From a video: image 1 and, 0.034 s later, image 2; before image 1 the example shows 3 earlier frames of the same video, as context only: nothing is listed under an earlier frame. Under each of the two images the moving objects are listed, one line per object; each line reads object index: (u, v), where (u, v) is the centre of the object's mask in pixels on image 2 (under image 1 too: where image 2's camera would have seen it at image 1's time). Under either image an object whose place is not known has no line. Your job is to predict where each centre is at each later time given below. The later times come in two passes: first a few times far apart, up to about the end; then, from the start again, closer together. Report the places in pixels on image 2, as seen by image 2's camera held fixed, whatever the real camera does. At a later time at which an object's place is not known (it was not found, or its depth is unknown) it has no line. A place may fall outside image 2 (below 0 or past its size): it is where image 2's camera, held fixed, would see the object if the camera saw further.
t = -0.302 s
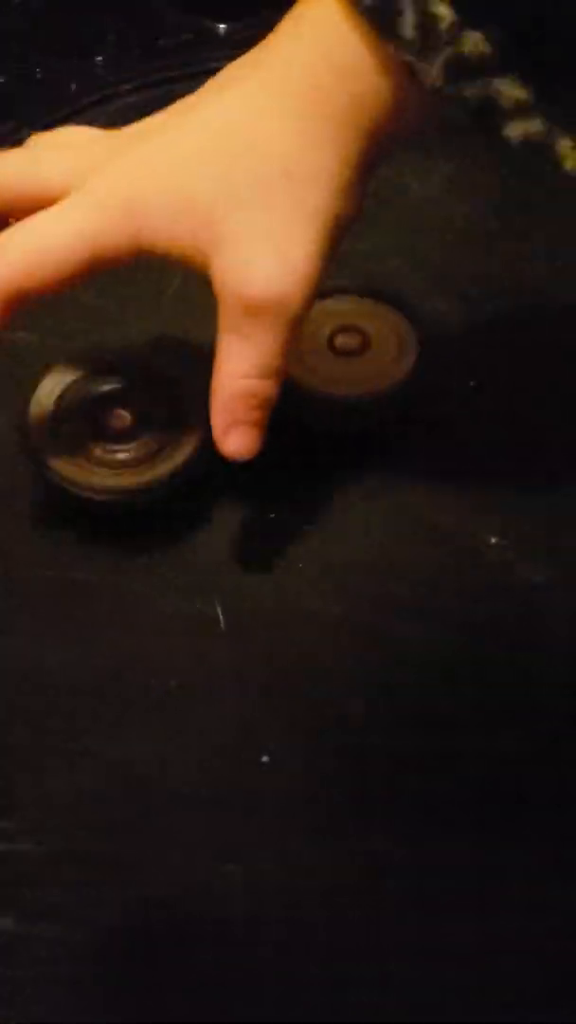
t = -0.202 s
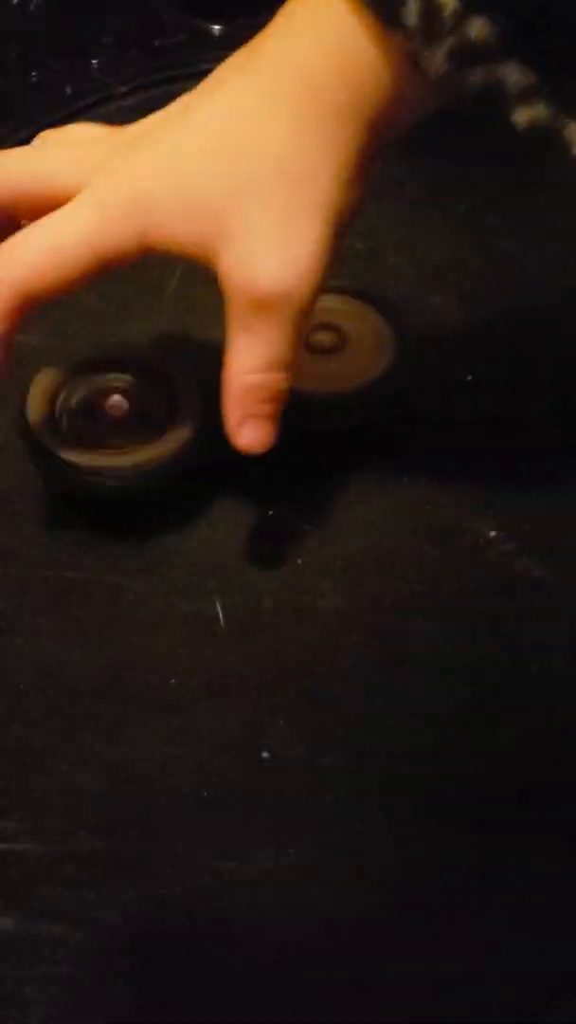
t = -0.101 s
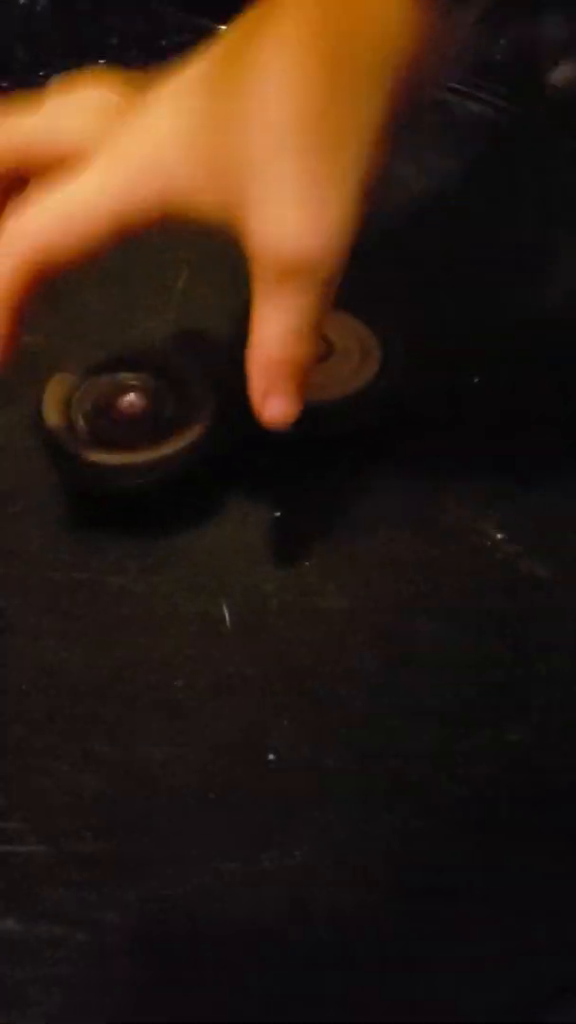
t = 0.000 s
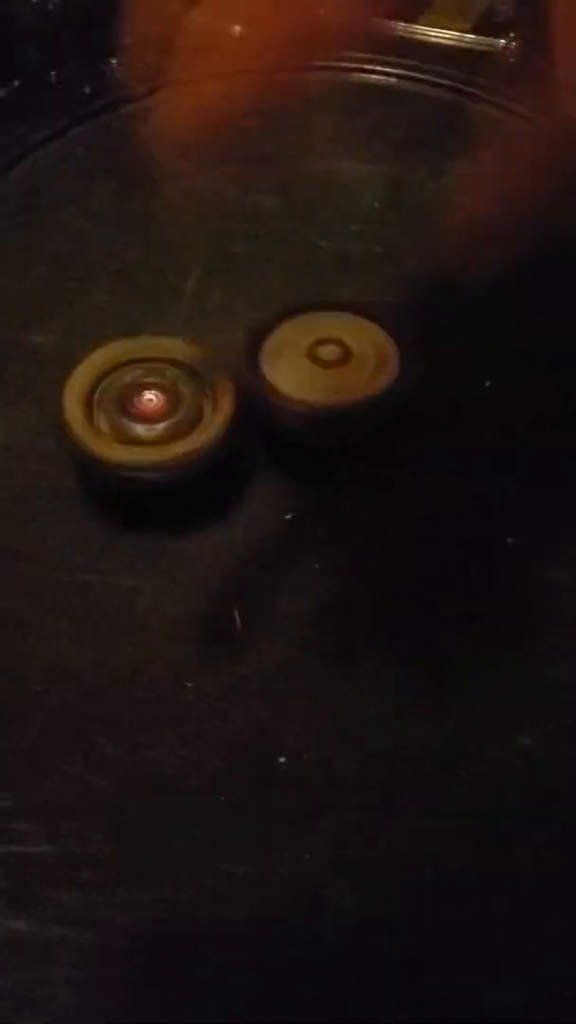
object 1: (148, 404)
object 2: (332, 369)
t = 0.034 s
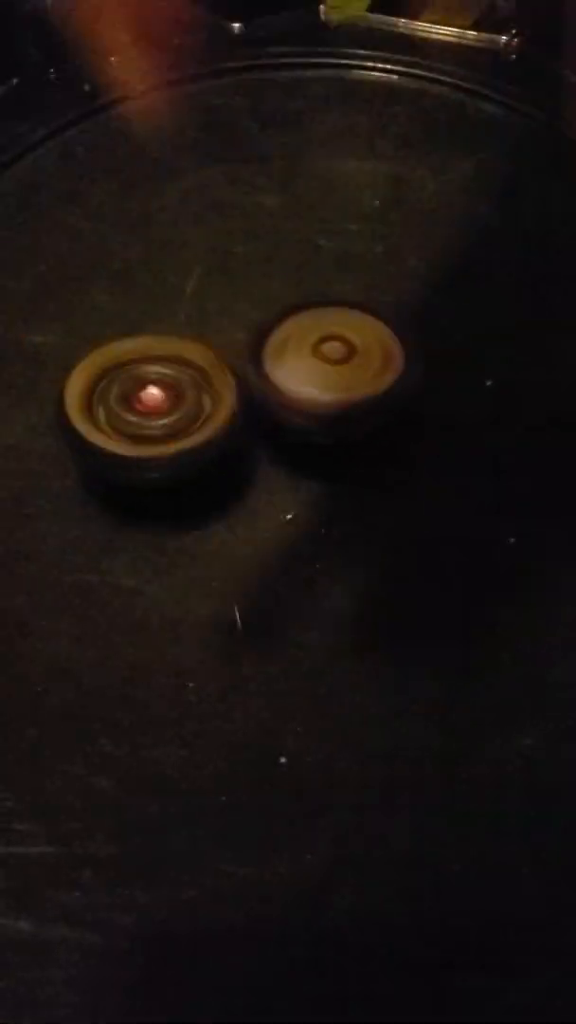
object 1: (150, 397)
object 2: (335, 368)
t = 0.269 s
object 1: (148, 389)
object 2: (340, 354)
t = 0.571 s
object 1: (150, 407)
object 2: (362, 349)
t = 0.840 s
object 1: (168, 398)
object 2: (357, 359)
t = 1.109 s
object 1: (148, 397)
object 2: (350, 366)
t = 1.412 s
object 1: (162, 411)
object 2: (350, 347)
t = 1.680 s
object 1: (152, 413)
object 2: (363, 353)
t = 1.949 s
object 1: (165, 423)
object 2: (347, 366)
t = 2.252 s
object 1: (166, 414)
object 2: (338, 349)
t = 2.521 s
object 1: (177, 421)
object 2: (337, 340)
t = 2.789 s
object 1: (188, 418)
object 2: (347, 340)
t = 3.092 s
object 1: (180, 440)
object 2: (350, 354)
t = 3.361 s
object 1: (173, 454)
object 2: (351, 360)
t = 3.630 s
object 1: (171, 438)
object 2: (341, 363)
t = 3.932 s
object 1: (176, 434)
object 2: (339, 347)
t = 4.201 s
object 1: (194, 432)
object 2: (342, 344)
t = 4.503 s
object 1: (198, 447)
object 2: (347, 355)
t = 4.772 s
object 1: (192, 454)
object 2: (343, 358)
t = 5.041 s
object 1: (184, 472)
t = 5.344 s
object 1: (187, 450)
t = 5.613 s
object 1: (148, 490)
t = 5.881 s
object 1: (219, 440)
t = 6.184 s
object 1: (121, 420)
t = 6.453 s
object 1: (173, 452)
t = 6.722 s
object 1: (219, 400)
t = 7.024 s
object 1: (240, 479)
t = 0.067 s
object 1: (149, 399)
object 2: (339, 366)
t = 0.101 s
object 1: (153, 393)
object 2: (337, 362)
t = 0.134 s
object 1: (155, 388)
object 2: (336, 358)
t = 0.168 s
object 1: (155, 391)
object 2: (335, 356)
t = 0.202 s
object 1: (155, 389)
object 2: (338, 355)
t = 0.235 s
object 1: (156, 390)
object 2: (339, 355)
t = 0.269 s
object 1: (148, 389)
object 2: (340, 354)
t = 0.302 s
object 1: (148, 398)
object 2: (341, 352)
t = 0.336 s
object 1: (156, 392)
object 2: (340, 352)
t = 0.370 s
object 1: (154, 390)
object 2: (340, 353)
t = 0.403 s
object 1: (153, 386)
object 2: (339, 354)
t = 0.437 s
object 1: (152, 393)
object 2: (334, 355)
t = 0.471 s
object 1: (152, 394)
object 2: (342, 357)
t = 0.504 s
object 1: (141, 403)
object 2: (351, 354)
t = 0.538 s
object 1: (144, 410)
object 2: (358, 352)
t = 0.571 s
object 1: (150, 407)
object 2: (362, 349)
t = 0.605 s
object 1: (150, 407)
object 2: (362, 348)
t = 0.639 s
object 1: (155, 413)
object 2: (362, 348)
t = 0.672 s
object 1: (159, 413)
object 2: (362, 349)
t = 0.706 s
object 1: (169, 412)
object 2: (360, 352)
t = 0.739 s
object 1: (177, 411)
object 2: (358, 354)
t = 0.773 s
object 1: (179, 406)
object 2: (357, 357)
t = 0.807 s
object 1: (176, 400)
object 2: (358, 357)
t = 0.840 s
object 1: (168, 398)
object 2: (357, 359)
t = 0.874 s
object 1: (169, 396)
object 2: (356, 360)
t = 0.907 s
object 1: (163, 400)
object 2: (355, 360)
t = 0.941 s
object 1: (163, 400)
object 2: (358, 361)
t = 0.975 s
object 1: (160, 399)
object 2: (359, 360)
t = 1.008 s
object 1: (163, 401)
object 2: (355, 361)
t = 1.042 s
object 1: (164, 391)
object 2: (345, 365)
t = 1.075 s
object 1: (150, 397)
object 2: (346, 365)
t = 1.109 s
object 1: (148, 397)
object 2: (350, 366)
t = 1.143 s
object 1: (149, 403)
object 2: (351, 365)
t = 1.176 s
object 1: (158, 406)
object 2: (349, 364)
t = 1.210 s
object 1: (158, 408)
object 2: (346, 363)
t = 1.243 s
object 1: (158, 407)
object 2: (344, 362)
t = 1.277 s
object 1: (159, 408)
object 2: (341, 362)
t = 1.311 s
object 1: (148, 408)
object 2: (348, 359)
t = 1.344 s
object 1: (145, 411)
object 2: (353, 354)
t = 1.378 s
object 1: (153, 413)
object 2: (353, 350)
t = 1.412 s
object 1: (162, 411)
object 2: (350, 347)
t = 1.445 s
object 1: (163, 409)
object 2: (345, 347)
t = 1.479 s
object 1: (163, 401)
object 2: (342, 349)
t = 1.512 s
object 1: (162, 408)
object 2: (339, 351)
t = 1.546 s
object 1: (163, 409)
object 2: (339, 352)
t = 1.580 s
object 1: (163, 408)
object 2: (342, 354)
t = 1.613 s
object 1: (149, 417)
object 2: (356, 353)
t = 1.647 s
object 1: (151, 420)
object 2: (360, 352)
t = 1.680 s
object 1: (152, 413)
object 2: (363, 353)
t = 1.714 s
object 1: (145, 410)
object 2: (362, 353)
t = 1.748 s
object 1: (139, 407)
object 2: (362, 354)
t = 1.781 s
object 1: (137, 415)
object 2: (361, 355)
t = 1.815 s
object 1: (146, 413)
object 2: (359, 357)
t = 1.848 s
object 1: (149, 413)
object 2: (354, 360)
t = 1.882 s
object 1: (154, 414)
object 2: (350, 362)
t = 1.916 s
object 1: (157, 422)
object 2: (347, 363)
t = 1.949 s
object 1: (165, 423)
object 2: (347, 366)
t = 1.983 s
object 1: (168, 424)
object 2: (347, 364)
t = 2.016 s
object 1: (171, 416)
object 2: (348, 362)
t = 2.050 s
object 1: (167, 416)
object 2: (352, 357)
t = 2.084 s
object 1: (167, 419)
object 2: (353, 352)
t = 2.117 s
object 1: (173, 421)
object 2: (353, 351)
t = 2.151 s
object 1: (177, 409)
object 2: (347, 349)
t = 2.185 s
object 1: (171, 408)
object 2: (342, 349)
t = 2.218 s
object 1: (168, 407)
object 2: (338, 348)
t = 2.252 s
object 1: (166, 414)
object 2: (338, 349)
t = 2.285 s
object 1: (170, 415)
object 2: (336, 349)
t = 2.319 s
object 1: (166, 419)
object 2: (342, 343)
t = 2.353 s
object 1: (165, 425)
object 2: (343, 340)
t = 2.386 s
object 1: (172, 419)
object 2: (341, 339)
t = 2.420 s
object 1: (168, 417)
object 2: (340, 338)
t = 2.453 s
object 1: (166, 423)
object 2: (339, 338)
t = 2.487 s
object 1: (171, 420)
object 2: (338, 339)
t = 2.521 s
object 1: (177, 421)
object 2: (337, 340)
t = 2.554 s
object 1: (181, 420)
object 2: (338, 342)
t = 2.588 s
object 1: (179, 422)
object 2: (340, 340)
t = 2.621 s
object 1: (185, 426)
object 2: (341, 340)
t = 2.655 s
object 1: (189, 422)
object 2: (341, 339)
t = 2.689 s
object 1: (187, 429)
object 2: (347, 337)
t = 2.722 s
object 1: (194, 426)
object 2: (349, 338)
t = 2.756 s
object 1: (193, 419)
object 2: (348, 339)
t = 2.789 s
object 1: (188, 418)
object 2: (347, 340)
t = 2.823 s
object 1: (188, 416)
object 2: (344, 342)
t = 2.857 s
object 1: (188, 426)
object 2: (344, 345)
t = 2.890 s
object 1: (189, 429)
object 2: (347, 345)
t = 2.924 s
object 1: (191, 433)
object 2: (346, 346)
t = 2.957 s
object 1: (196, 434)
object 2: (345, 350)
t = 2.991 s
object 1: (186, 433)
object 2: (345, 350)
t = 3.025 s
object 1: (173, 441)
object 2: (349, 351)
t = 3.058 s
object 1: (176, 439)
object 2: (349, 352)
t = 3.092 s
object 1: (180, 440)
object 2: (350, 354)
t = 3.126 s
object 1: (184, 442)
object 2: (347, 357)
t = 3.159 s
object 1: (185, 447)
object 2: (345, 361)
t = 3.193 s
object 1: (185, 446)
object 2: (343, 363)
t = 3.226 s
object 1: (184, 449)
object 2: (346, 360)
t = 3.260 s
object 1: (188, 452)
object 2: (347, 359)
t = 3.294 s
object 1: (195, 452)
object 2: (345, 360)
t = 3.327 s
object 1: (193, 445)
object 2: (344, 361)
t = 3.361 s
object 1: (173, 454)
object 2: (351, 360)
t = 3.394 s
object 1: (168, 452)
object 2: (359, 360)
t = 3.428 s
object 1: (168, 453)
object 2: (357, 359)
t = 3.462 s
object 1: (168, 453)
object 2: (354, 360)
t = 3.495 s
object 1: (170, 445)
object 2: (352, 360)
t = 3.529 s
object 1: (165, 444)
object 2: (349, 362)
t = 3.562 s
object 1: (164, 440)
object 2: (345, 362)
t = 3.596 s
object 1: (168, 438)
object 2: (342, 363)
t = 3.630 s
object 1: (171, 438)
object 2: (341, 363)
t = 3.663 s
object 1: (173, 431)
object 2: (342, 362)
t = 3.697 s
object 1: (177, 433)
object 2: (341, 362)
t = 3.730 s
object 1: (181, 429)
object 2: (341, 361)
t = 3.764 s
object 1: (177, 433)
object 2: (341, 361)
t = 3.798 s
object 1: (181, 430)
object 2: (339, 358)
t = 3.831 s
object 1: (181, 424)
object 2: (339, 355)
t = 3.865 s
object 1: (181, 433)
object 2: (337, 352)
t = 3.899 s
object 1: (183, 428)
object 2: (336, 351)
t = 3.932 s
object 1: (176, 434)
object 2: (339, 347)
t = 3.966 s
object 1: (181, 434)
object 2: (340, 345)
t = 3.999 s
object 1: (180, 428)
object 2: (338, 341)
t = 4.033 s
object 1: (175, 428)
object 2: (338, 340)
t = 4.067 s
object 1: (175, 425)
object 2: (340, 340)
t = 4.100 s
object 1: (176, 431)
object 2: (340, 340)
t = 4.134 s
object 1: (184, 432)
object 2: (341, 340)
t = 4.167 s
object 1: (189, 439)
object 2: (341, 344)
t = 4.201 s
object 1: (194, 432)
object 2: (342, 344)
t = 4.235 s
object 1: (192, 433)
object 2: (342, 344)
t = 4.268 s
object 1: (191, 439)
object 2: (345, 345)
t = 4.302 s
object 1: (199, 439)
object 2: (347, 346)
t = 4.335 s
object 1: (202, 435)
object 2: (347, 348)
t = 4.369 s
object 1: (197, 442)
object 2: (347, 351)
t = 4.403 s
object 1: (197, 440)
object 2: (349, 352)
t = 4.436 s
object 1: (198, 442)
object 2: (349, 354)
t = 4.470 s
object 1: (202, 441)
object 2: (348, 355)
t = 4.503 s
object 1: (198, 447)
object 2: (347, 355)
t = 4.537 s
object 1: (195, 443)
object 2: (346, 357)
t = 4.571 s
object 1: (196, 443)
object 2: (345, 360)
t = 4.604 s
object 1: (192, 452)
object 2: (344, 359)
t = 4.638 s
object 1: (196, 460)
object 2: (344, 360)
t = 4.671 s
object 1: (202, 453)
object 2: (339, 359)
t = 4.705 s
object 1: (197, 451)
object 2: (338, 360)
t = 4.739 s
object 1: (193, 454)
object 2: (341, 357)
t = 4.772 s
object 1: (192, 454)
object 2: (343, 358)
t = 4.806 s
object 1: (201, 458)
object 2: (340, 358)
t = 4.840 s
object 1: (200, 454)
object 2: (340, 357)
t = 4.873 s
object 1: (183, 469)
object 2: (354, 350)
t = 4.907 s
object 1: (183, 475)
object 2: (363, 343)
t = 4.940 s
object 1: (182, 468)
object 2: (362, 343)
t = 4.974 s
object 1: (177, 469)
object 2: (361, 340)
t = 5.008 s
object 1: (183, 466)
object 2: (357, 343)
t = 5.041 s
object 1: (184, 472)
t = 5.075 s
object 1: (184, 468)
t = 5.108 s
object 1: (189, 462)
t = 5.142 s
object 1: (190, 462)
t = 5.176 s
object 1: (192, 462)
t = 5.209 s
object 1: (195, 454)
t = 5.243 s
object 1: (192, 449)
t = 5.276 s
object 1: (191, 445)
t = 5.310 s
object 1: (184, 445)
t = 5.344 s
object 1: (187, 450)
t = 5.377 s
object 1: (189, 444)
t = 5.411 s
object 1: (167, 458)
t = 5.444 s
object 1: (159, 466)
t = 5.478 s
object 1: (147, 467)
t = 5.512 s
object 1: (144, 473)
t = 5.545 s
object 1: (145, 479)
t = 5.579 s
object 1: (145, 486)
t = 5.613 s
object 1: (148, 490)
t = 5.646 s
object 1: (153, 491)
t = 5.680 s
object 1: (158, 493)
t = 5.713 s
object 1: (172, 491)
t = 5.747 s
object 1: (178, 488)
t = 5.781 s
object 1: (189, 480)
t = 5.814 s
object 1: (208, 468)
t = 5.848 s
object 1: (216, 459)
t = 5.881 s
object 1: (219, 440)
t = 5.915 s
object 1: (228, 424)
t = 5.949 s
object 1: (228, 414)
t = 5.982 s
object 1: (219, 409)
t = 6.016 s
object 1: (203, 412)
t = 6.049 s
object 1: (184, 416)
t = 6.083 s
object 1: (163, 408)
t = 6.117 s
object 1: (140, 408)
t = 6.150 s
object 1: (128, 413)
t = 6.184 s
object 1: (121, 420)
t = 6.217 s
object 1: (113, 425)
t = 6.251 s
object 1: (111, 434)
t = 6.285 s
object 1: (113, 440)
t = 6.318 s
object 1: (118, 444)
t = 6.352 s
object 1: (126, 451)
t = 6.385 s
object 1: (142, 454)
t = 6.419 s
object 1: (161, 455)
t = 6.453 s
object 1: (173, 452)
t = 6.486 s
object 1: (184, 446)
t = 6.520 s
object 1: (199, 432)
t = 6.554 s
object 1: (205, 421)
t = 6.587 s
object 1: (204, 417)
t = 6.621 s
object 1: (206, 415)
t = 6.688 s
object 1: (209, 403)
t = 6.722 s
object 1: (219, 400)
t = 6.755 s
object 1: (227, 398)
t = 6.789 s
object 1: (223, 410)
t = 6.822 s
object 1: (220, 427)
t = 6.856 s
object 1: (217, 442)
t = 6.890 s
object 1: (214, 456)
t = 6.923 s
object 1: (215, 466)
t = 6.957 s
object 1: (224, 476)
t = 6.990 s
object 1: (236, 480)
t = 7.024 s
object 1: (240, 479)
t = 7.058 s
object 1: (256, 477)
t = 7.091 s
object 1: (266, 477)
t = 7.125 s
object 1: (281, 472)
